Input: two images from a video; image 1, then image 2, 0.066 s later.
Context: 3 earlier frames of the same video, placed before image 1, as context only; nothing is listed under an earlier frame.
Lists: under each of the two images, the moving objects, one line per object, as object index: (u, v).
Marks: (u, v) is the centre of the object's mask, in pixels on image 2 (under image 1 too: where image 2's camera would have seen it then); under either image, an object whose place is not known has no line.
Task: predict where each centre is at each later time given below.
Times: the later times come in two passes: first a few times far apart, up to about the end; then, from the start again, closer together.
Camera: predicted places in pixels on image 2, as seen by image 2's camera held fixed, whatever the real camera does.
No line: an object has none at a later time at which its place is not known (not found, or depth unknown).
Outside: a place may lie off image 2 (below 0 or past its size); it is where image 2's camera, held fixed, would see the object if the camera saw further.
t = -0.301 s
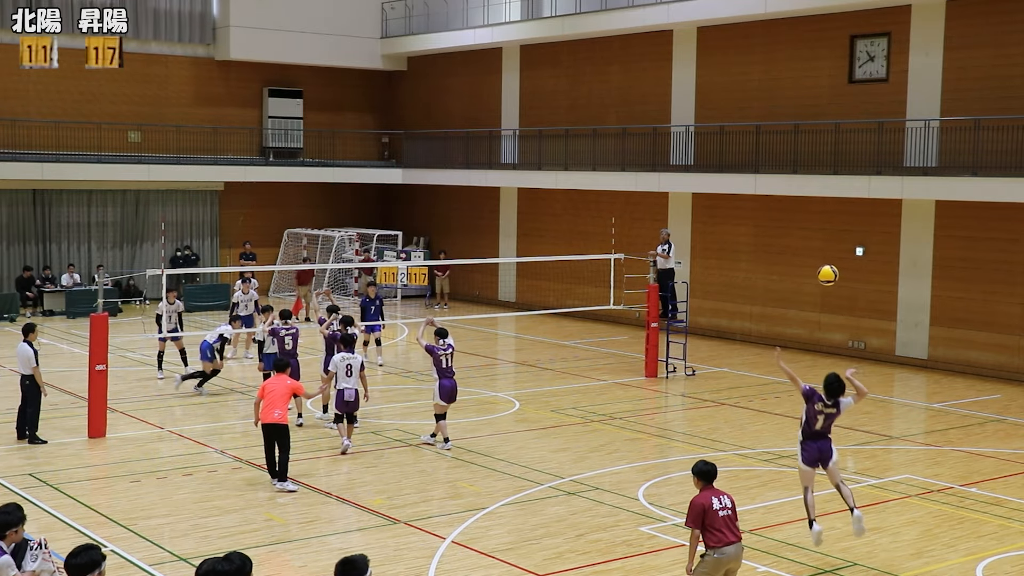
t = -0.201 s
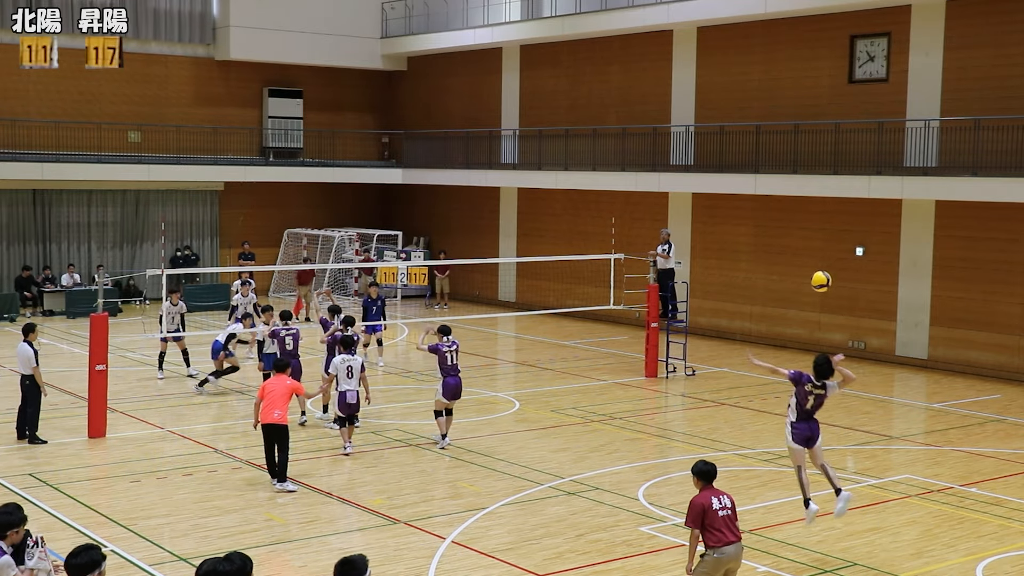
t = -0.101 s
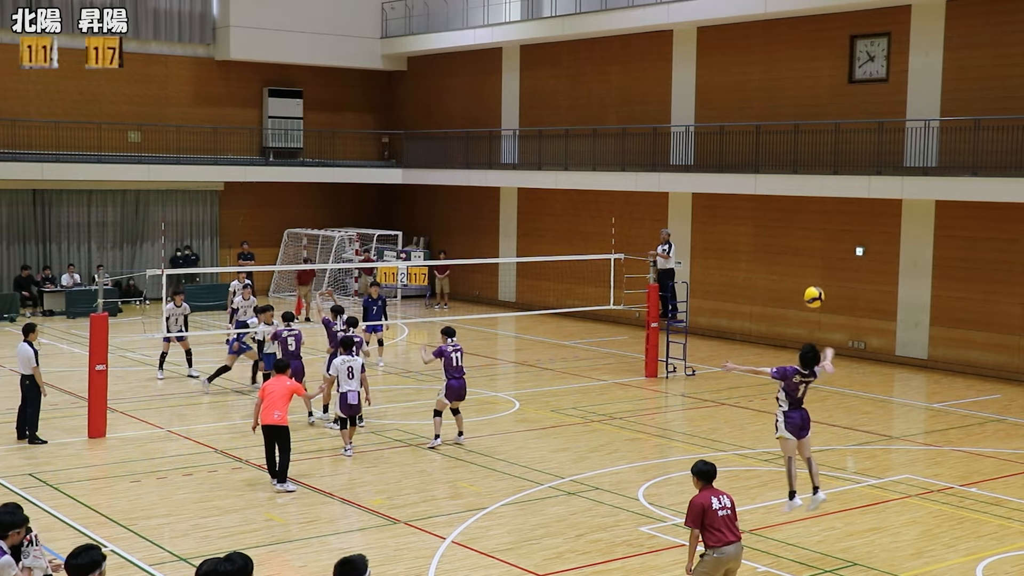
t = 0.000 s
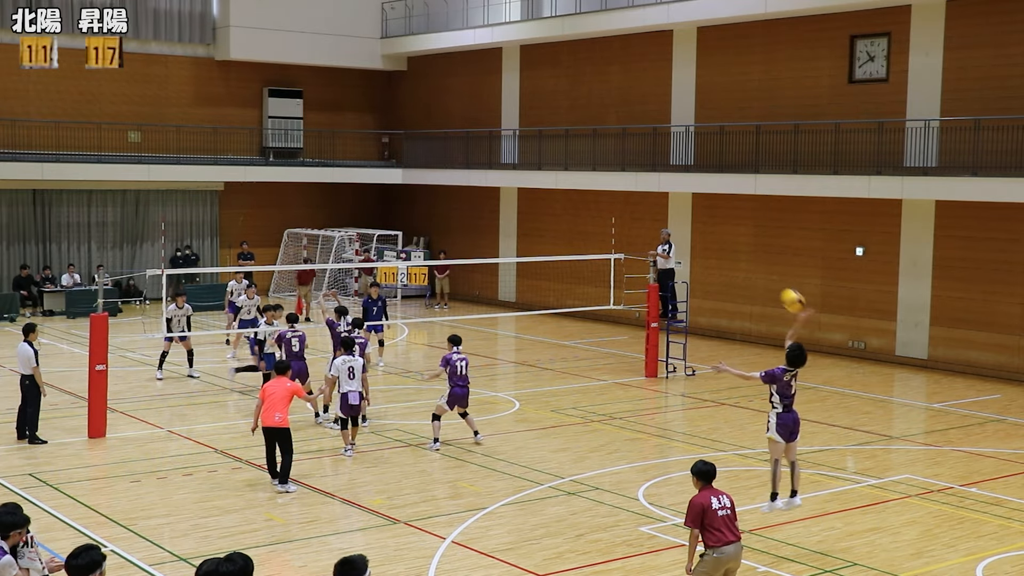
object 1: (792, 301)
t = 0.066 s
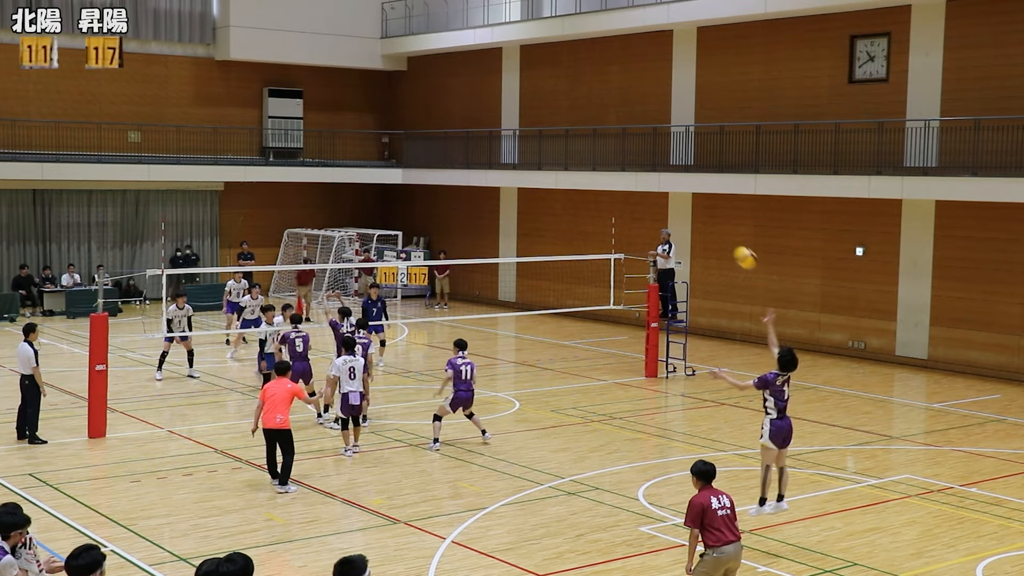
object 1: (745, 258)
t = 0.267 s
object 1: (622, 165)
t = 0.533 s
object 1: (490, 113)
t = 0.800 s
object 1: (389, 116)
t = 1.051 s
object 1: (313, 157)
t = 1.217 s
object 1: (272, 199)
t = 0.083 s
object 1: (734, 248)
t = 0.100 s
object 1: (723, 239)
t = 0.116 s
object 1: (712, 230)
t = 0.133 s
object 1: (701, 221)
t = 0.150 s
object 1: (691, 213)
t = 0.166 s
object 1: (680, 205)
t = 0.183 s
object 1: (670, 198)
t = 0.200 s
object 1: (660, 192)
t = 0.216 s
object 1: (651, 184)
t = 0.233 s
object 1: (640, 176)
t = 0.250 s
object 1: (631, 170)
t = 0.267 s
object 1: (622, 165)
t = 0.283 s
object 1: (613, 161)
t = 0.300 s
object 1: (603, 155)
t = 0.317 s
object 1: (594, 150)
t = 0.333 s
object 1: (586, 145)
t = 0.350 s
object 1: (577, 141)
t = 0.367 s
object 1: (569, 137)
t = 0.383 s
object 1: (560, 133)
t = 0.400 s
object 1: (552, 130)
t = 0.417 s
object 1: (544, 127)
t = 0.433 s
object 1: (536, 124)
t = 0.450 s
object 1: (528, 121)
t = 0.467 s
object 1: (520, 119)
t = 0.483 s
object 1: (513, 117)
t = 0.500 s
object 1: (504, 115)
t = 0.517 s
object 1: (497, 114)
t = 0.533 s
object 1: (490, 113)
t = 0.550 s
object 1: (483, 112)
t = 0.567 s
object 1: (476, 111)
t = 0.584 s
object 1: (469, 110)
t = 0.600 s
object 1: (463, 109)
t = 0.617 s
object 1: (456, 109)
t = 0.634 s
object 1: (450, 109)
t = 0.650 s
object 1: (443, 109)
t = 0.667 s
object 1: (437, 109)
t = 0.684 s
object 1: (431, 109)
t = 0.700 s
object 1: (425, 110)
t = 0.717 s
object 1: (419, 111)
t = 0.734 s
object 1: (413, 111)
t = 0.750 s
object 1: (407, 112)
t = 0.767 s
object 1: (401, 113)
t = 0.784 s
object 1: (395, 115)
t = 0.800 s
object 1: (389, 116)
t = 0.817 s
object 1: (384, 118)
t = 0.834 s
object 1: (378, 120)
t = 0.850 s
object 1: (373, 122)
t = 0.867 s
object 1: (368, 124)
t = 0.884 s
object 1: (362, 126)
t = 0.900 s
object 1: (357, 129)
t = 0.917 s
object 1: (352, 131)
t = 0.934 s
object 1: (347, 134)
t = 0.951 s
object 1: (342, 137)
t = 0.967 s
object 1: (337, 140)
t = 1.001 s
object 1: (327, 146)
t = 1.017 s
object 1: (322, 150)
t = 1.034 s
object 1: (318, 153)
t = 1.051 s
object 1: (313, 157)
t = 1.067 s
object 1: (309, 160)
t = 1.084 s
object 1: (305, 163)
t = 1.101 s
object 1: (300, 167)
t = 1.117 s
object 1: (296, 172)
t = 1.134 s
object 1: (292, 177)
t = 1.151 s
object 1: (287, 181)
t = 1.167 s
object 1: (283, 186)
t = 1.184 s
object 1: (280, 190)
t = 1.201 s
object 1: (276, 194)
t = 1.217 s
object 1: (272, 199)
